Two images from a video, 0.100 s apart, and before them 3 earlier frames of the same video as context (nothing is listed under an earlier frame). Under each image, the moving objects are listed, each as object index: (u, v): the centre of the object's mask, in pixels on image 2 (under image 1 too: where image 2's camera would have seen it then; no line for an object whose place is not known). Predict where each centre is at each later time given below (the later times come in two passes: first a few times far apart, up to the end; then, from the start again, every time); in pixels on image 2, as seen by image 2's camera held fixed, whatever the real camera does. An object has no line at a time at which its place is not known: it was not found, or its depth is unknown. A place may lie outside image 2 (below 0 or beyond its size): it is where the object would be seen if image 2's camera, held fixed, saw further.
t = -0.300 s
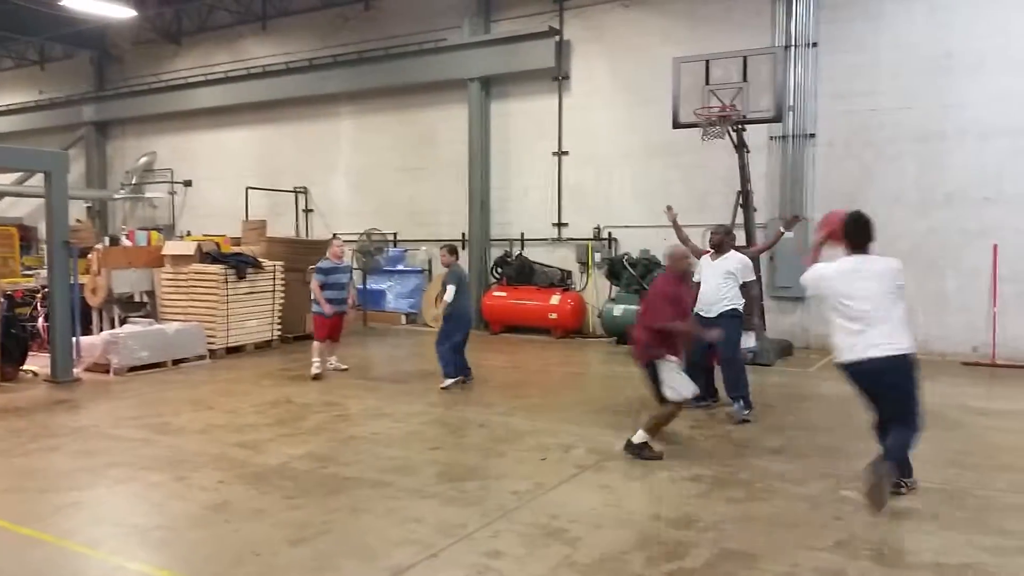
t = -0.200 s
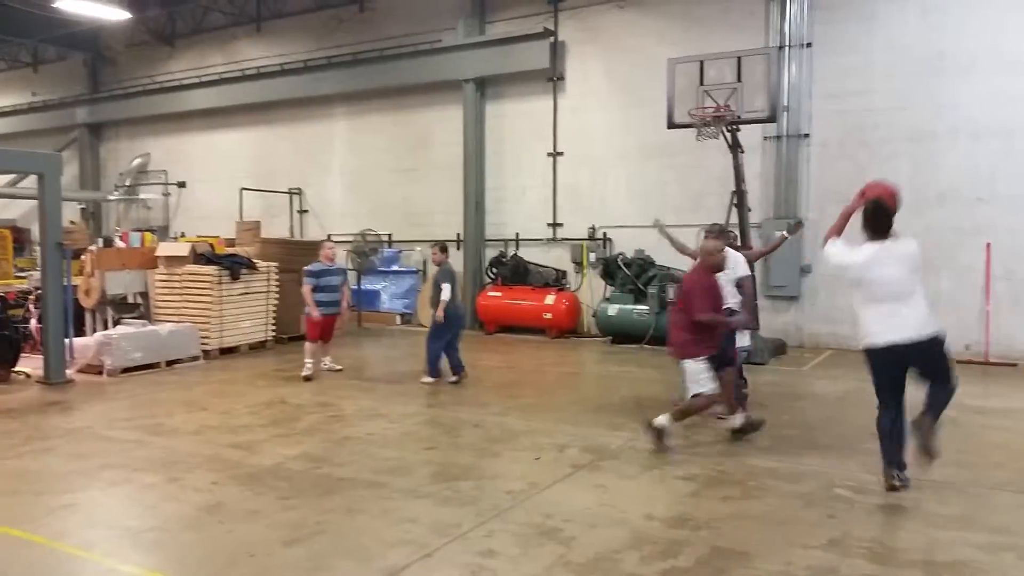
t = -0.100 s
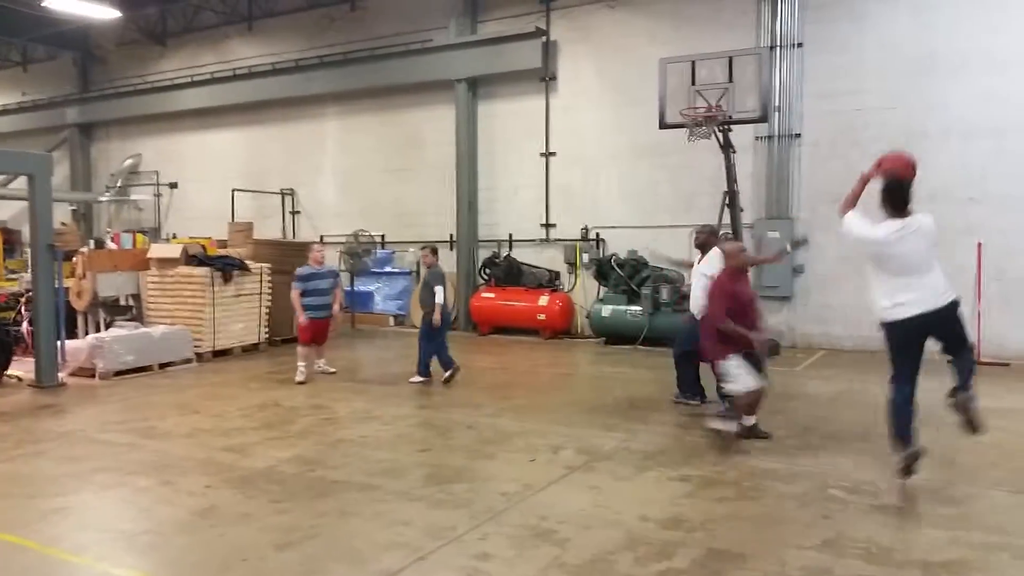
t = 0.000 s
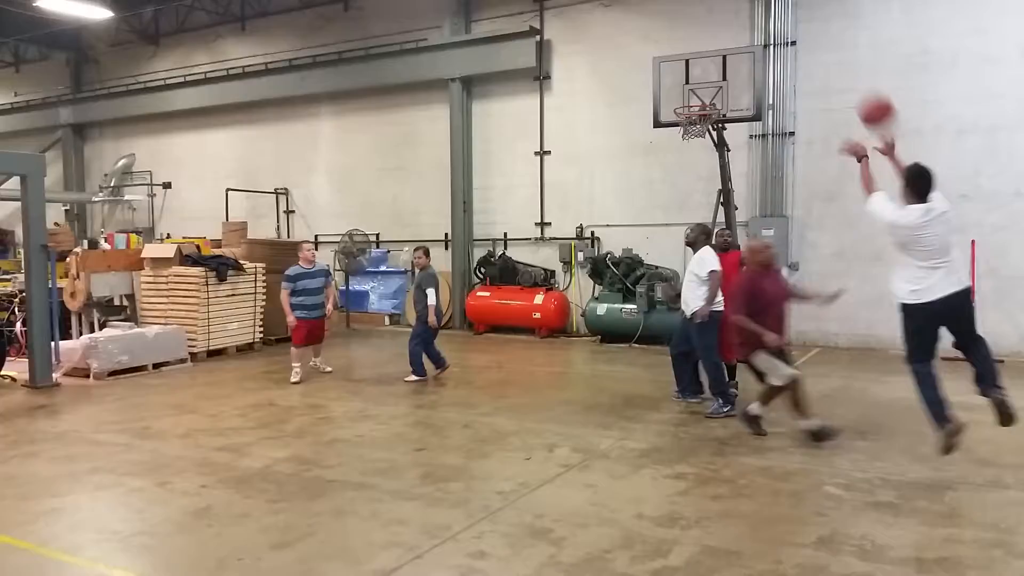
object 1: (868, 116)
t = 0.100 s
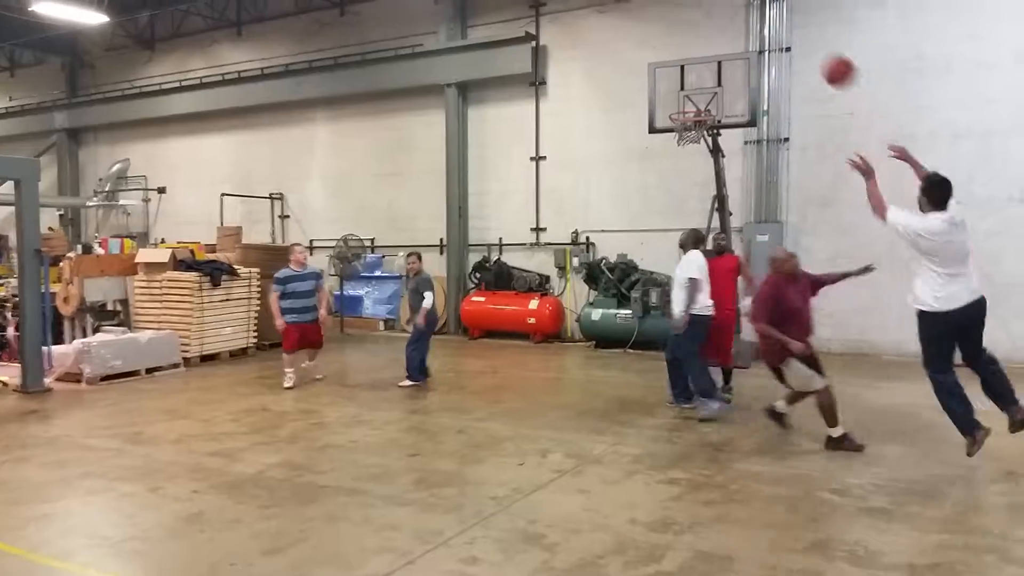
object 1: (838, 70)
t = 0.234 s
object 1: (803, 37)
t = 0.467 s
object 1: (757, 34)
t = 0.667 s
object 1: (726, 68)
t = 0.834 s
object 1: (696, 106)
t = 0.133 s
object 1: (829, 59)
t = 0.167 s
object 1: (819, 50)
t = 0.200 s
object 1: (810, 43)
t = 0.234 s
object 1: (803, 37)
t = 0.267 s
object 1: (796, 33)
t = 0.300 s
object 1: (788, 31)
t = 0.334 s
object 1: (781, 29)
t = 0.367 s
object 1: (775, 28)
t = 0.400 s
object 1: (768, 29)
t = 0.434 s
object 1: (762, 31)
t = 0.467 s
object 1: (757, 34)
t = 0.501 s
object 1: (752, 38)
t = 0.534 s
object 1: (746, 43)
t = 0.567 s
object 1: (741, 48)
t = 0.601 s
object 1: (736, 55)
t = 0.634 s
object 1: (732, 63)
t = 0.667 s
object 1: (726, 68)
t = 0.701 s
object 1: (720, 75)
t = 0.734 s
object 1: (714, 82)
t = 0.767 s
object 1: (707, 91)
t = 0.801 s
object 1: (701, 98)
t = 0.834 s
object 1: (696, 106)
